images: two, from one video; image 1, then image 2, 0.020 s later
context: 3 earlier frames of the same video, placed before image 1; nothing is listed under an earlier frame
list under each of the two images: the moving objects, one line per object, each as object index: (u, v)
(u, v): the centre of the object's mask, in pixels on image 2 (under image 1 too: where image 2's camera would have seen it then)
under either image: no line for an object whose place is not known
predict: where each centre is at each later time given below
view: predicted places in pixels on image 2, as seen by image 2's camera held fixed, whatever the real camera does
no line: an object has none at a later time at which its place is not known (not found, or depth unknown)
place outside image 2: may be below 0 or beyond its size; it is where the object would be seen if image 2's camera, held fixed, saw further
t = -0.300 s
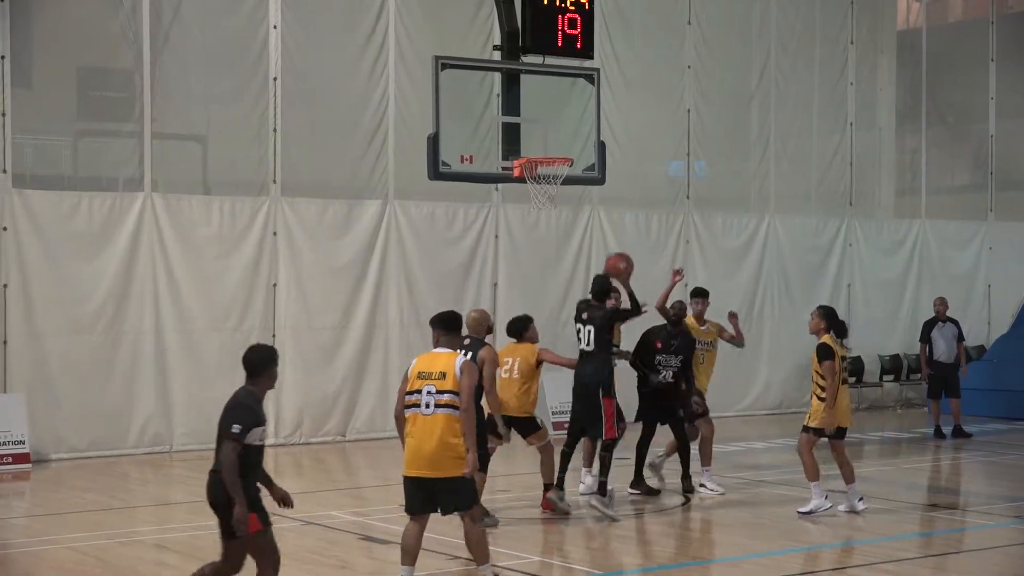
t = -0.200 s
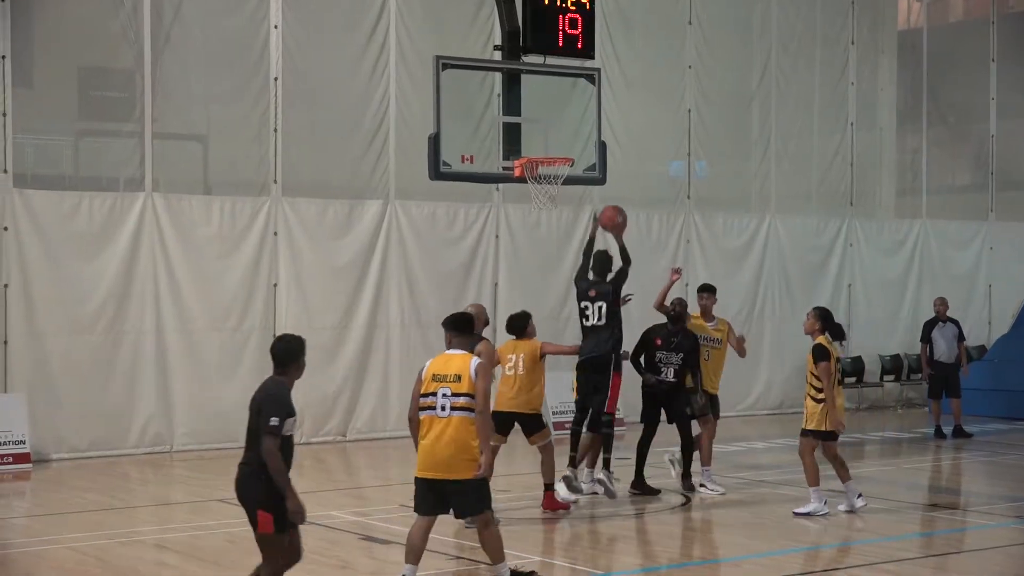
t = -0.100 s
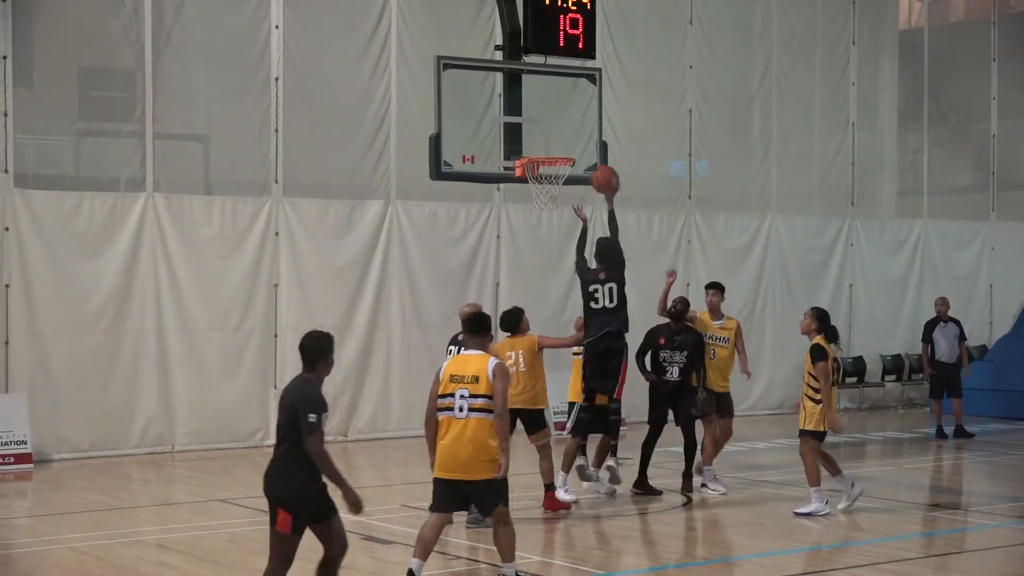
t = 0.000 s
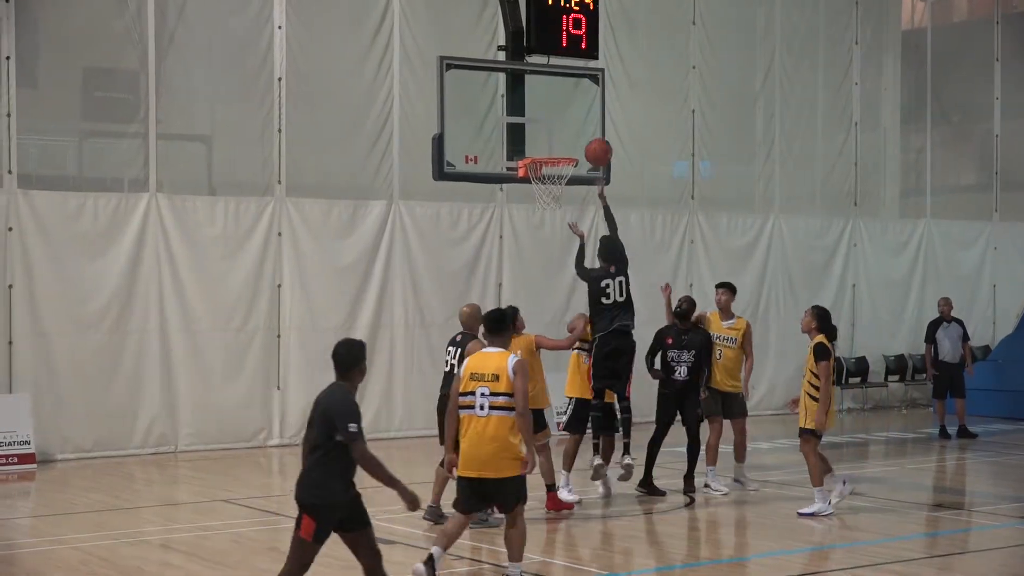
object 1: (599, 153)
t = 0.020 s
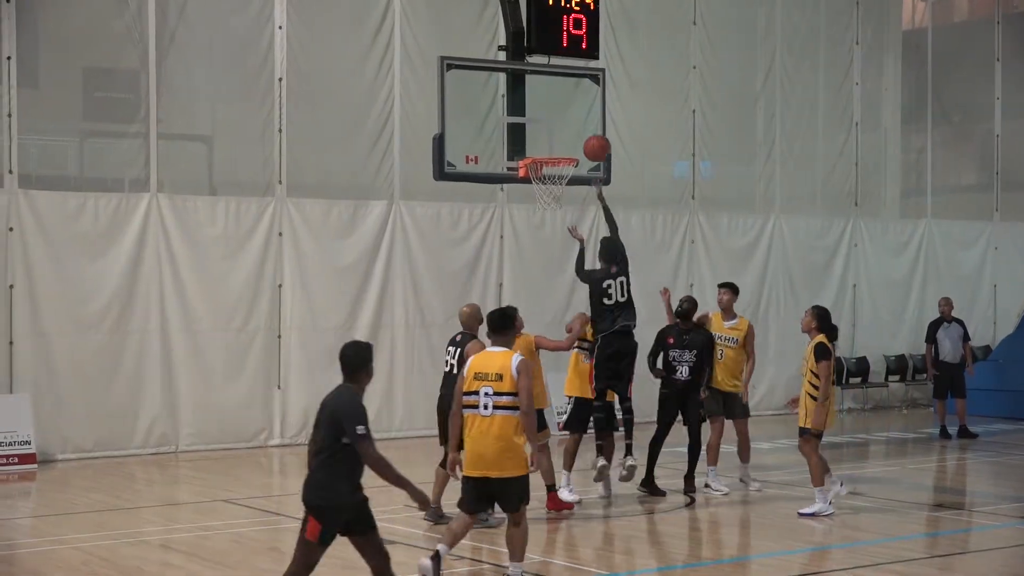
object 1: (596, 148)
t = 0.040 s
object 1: (595, 145)
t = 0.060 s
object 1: (593, 142)
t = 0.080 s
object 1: (592, 139)
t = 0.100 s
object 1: (590, 137)
